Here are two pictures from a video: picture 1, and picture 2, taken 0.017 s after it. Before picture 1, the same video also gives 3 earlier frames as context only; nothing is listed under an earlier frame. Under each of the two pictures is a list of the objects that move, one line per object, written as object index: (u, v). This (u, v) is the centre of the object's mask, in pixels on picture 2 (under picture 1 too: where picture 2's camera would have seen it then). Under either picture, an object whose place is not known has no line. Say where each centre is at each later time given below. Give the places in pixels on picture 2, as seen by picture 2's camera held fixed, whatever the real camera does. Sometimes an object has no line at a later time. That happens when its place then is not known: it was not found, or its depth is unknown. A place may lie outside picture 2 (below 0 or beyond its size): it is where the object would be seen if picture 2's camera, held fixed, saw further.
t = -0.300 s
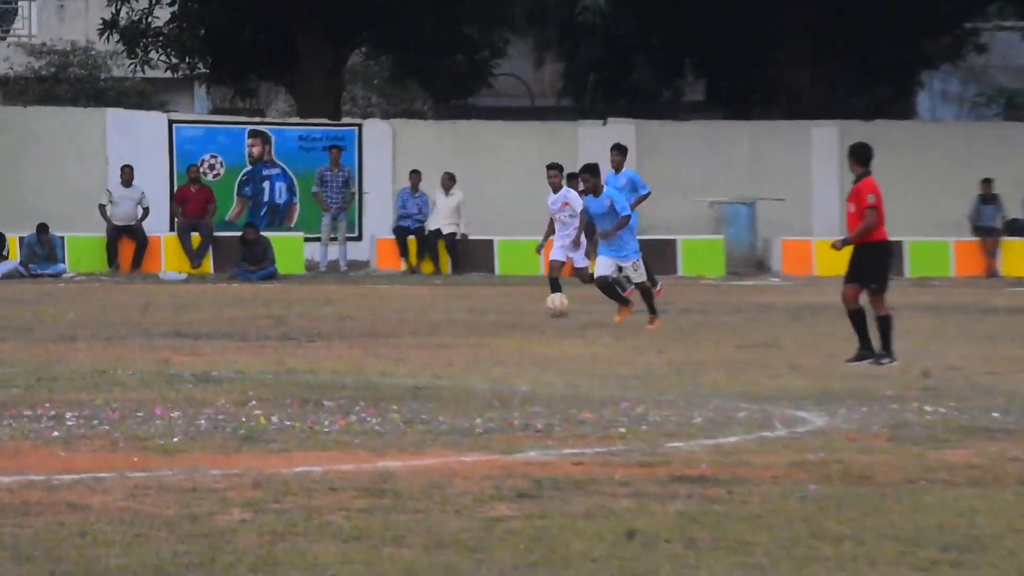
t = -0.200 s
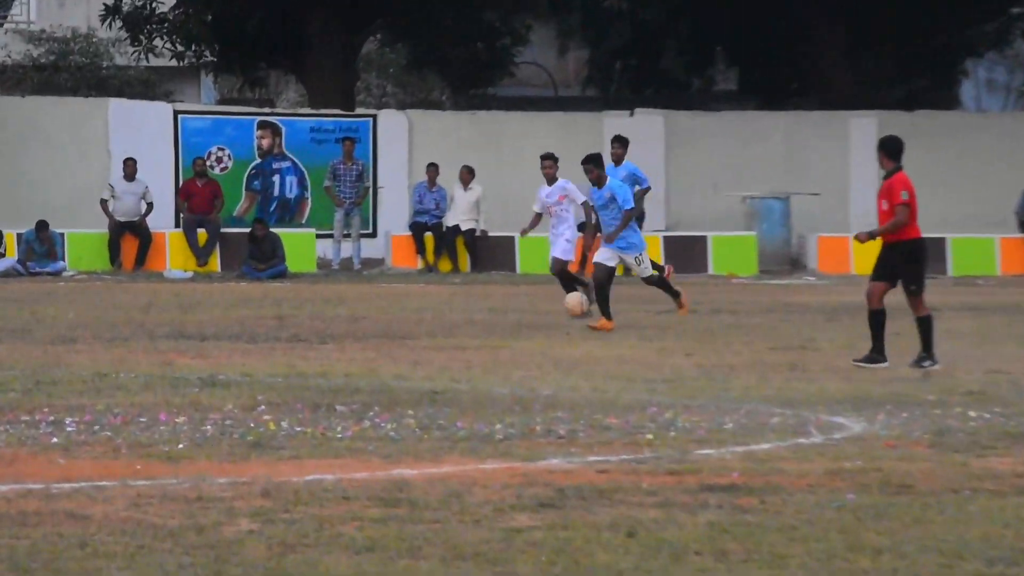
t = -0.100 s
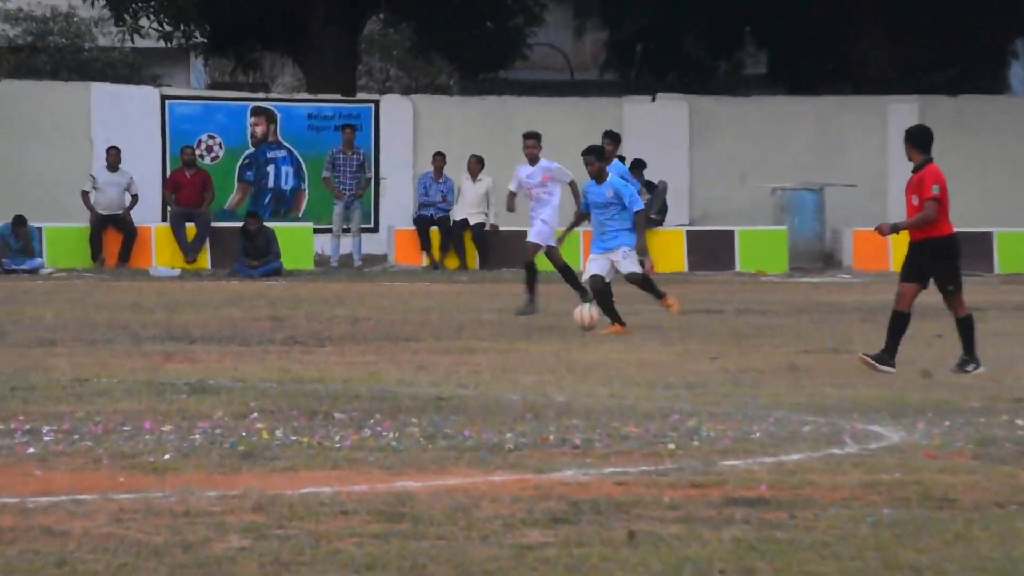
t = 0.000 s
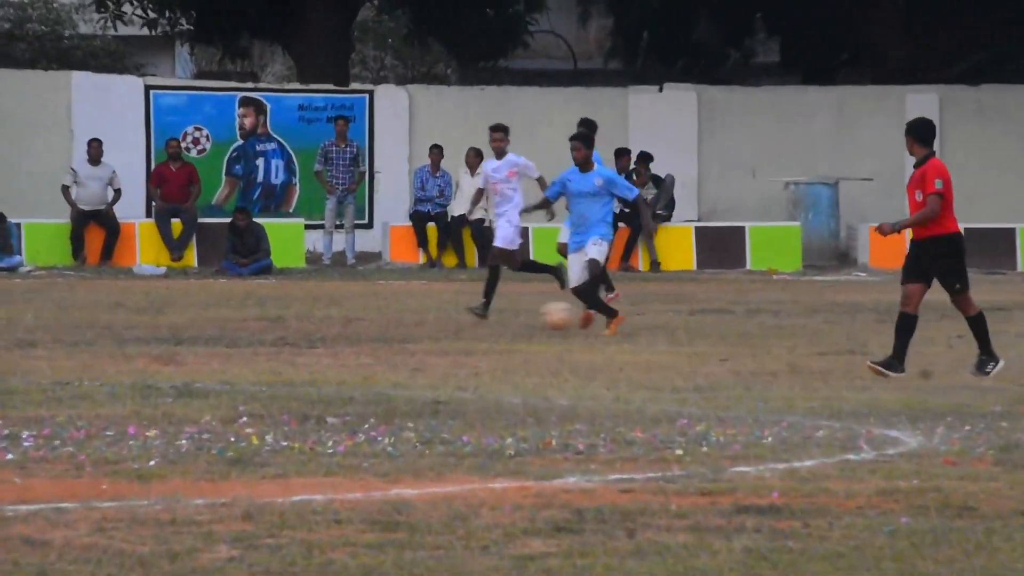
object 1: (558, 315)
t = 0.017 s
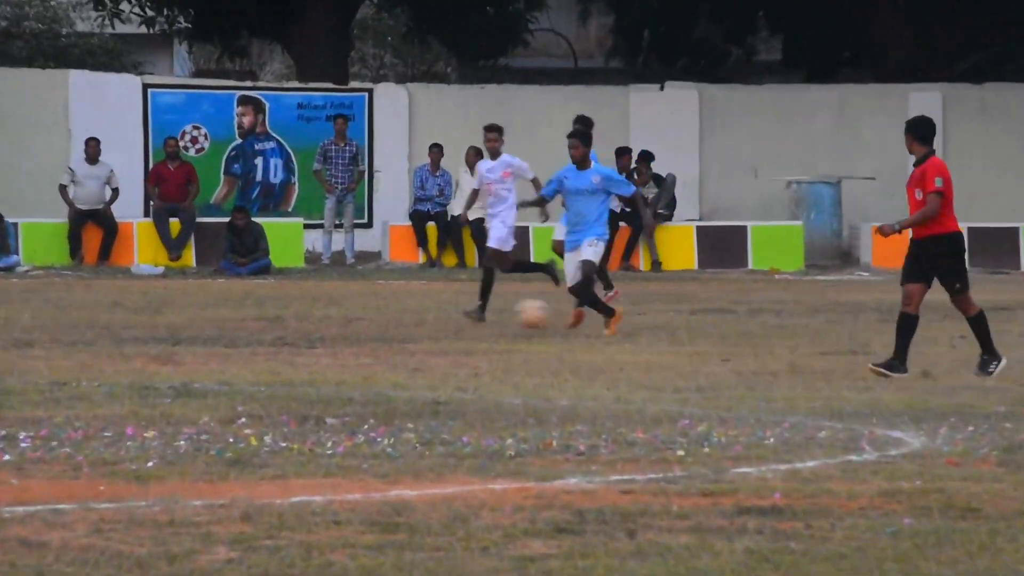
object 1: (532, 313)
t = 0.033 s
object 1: (507, 311)
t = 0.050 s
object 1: (478, 311)
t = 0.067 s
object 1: (451, 310)
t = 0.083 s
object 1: (423, 311)
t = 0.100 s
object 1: (397, 311)
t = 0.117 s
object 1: (370, 310)
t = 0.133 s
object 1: (343, 310)
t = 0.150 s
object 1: (319, 308)
